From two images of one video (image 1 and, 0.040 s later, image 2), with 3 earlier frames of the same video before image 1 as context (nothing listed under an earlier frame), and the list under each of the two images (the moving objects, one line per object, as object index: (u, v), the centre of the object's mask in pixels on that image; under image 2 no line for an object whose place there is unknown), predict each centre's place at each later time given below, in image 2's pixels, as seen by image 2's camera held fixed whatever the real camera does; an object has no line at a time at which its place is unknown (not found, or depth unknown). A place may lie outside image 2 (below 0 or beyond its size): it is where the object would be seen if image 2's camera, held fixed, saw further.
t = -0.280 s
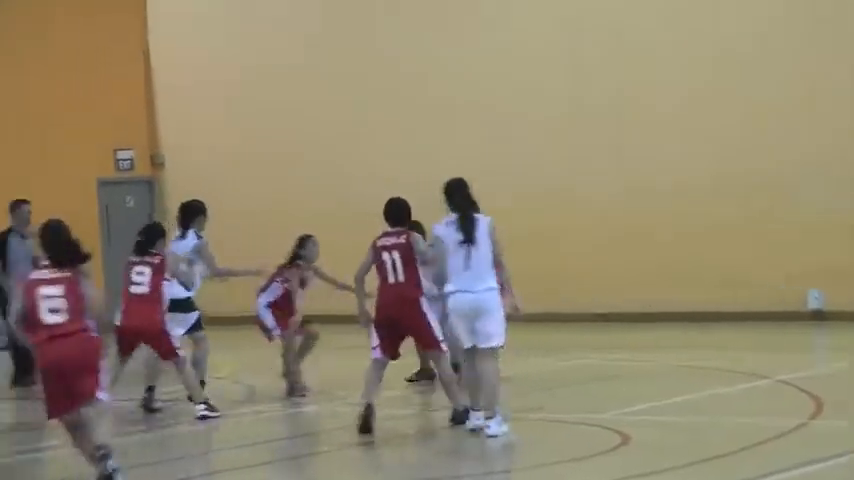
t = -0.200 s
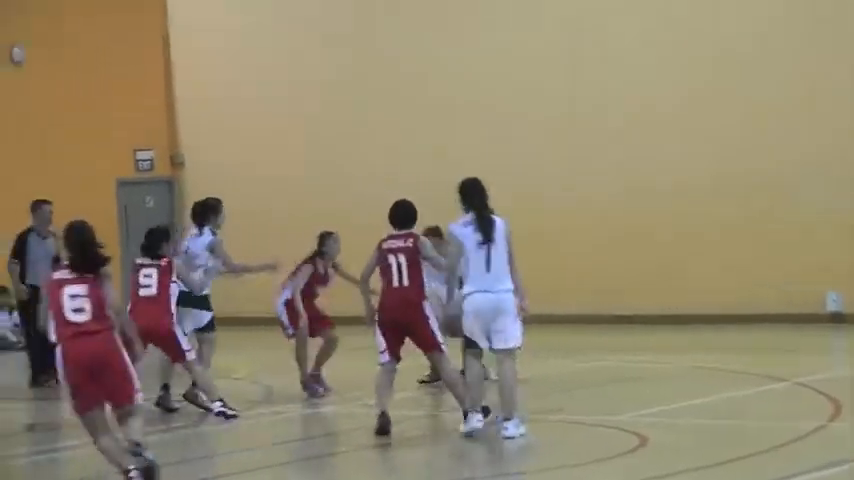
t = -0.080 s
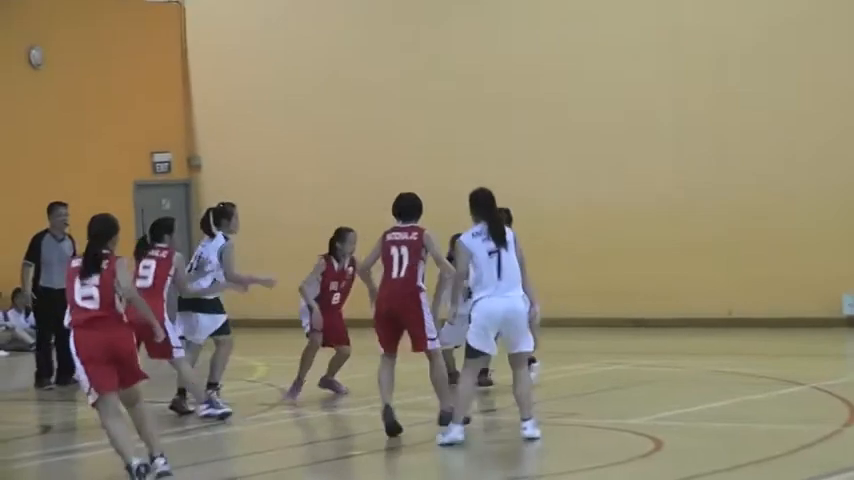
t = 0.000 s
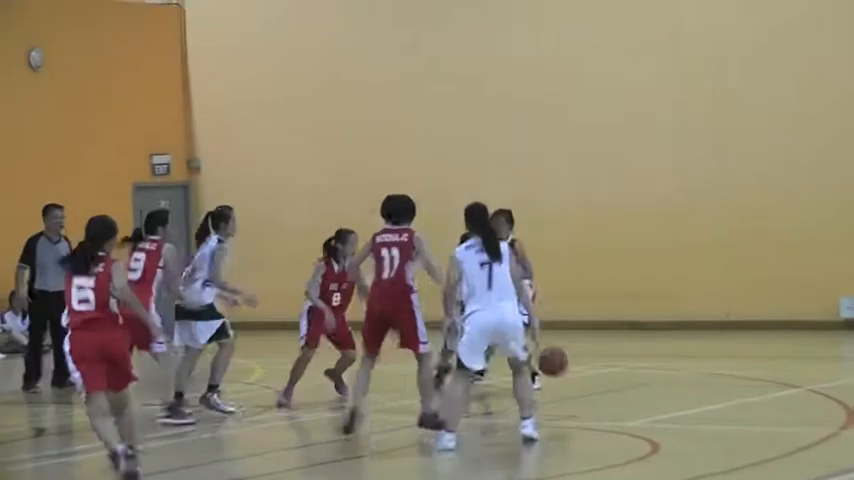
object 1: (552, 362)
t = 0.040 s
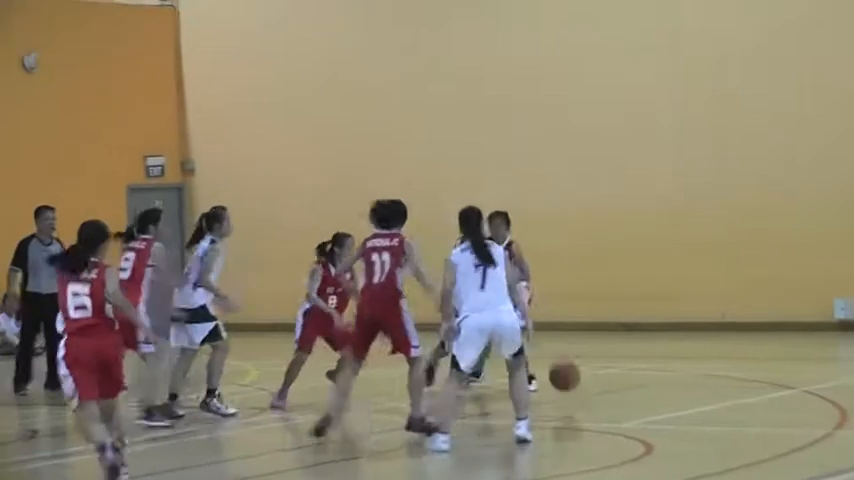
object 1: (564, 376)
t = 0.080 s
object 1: (581, 391)
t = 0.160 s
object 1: (607, 371)
